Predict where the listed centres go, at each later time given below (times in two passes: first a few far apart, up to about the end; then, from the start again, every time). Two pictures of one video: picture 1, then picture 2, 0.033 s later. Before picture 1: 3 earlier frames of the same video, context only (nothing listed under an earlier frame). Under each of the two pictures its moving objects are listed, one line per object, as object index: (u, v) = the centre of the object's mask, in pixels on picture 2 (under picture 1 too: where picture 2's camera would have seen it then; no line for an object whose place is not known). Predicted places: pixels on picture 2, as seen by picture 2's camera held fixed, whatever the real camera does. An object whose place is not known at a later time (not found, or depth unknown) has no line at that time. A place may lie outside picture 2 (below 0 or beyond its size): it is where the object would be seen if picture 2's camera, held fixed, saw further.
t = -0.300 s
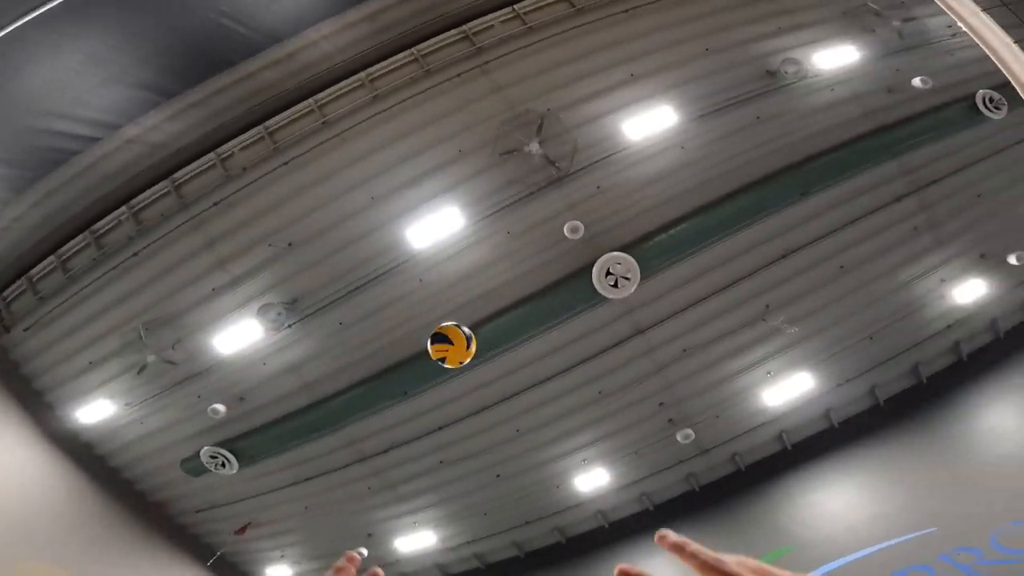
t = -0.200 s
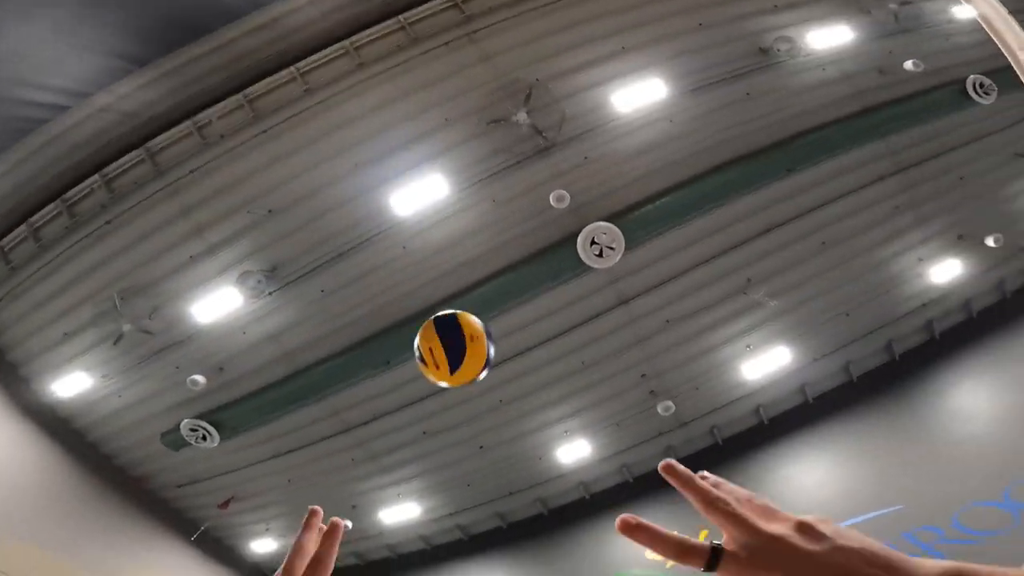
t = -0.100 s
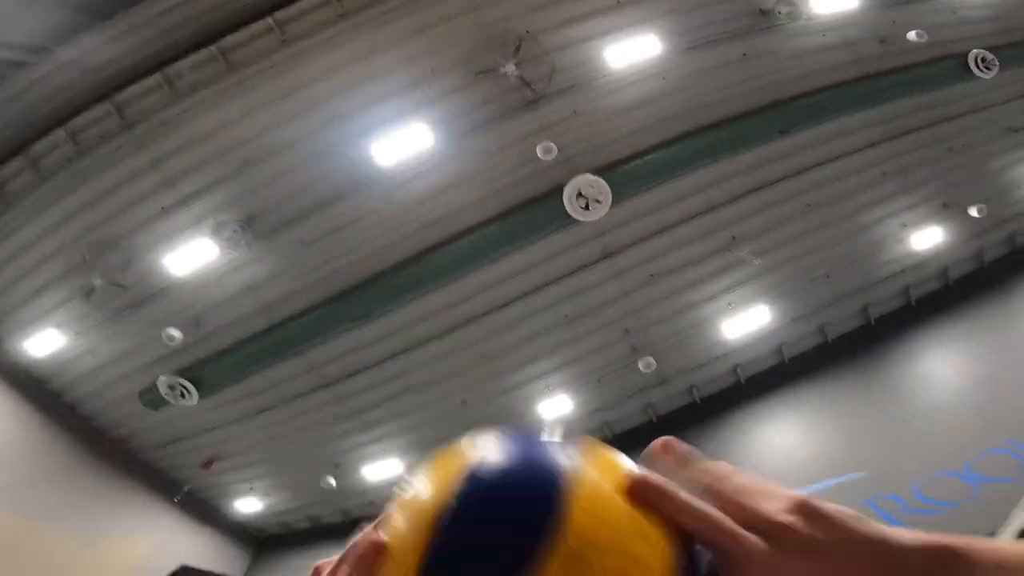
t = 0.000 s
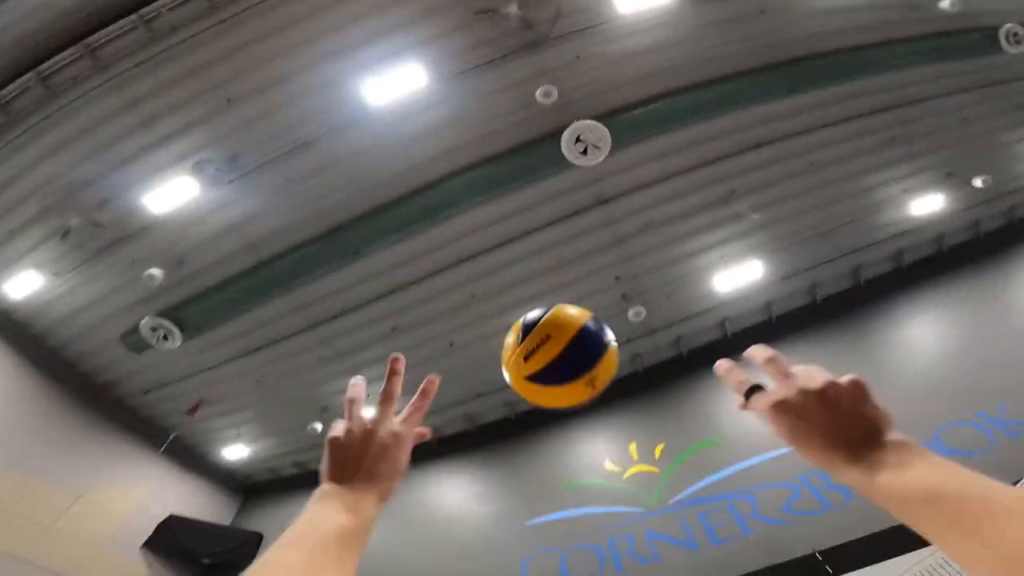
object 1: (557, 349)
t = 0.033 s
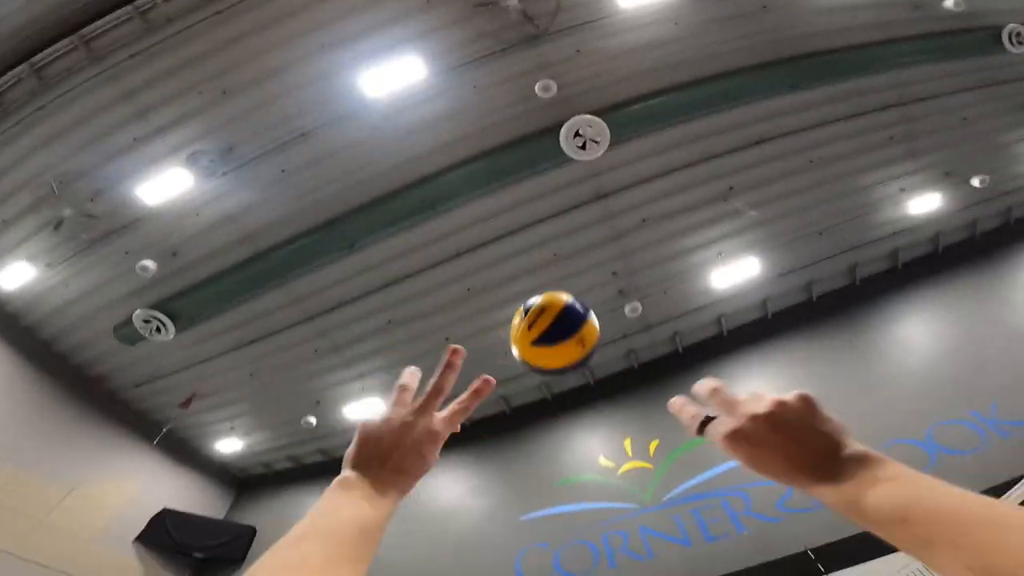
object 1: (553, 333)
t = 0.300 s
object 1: (548, 312)
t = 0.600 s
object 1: (567, 355)
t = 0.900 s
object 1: (590, 430)
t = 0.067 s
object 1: (553, 322)
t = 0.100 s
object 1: (551, 315)
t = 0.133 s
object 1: (550, 312)
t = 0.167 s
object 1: (548, 311)
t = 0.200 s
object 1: (547, 310)
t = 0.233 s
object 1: (547, 309)
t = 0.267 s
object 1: (548, 310)
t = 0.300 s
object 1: (548, 312)
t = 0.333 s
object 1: (550, 315)
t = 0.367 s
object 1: (552, 319)
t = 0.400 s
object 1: (553, 323)
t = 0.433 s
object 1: (555, 326)
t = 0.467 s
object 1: (557, 330)
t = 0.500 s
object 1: (560, 336)
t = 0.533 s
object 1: (563, 342)
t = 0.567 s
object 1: (565, 347)
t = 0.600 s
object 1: (567, 355)
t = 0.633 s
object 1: (569, 361)
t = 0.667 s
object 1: (571, 366)
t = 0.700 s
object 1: (574, 375)
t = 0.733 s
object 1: (576, 381)
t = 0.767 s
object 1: (579, 390)
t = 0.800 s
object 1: (582, 399)
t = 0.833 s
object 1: (585, 408)
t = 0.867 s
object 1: (588, 421)
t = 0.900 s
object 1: (590, 430)
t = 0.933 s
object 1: (593, 443)
